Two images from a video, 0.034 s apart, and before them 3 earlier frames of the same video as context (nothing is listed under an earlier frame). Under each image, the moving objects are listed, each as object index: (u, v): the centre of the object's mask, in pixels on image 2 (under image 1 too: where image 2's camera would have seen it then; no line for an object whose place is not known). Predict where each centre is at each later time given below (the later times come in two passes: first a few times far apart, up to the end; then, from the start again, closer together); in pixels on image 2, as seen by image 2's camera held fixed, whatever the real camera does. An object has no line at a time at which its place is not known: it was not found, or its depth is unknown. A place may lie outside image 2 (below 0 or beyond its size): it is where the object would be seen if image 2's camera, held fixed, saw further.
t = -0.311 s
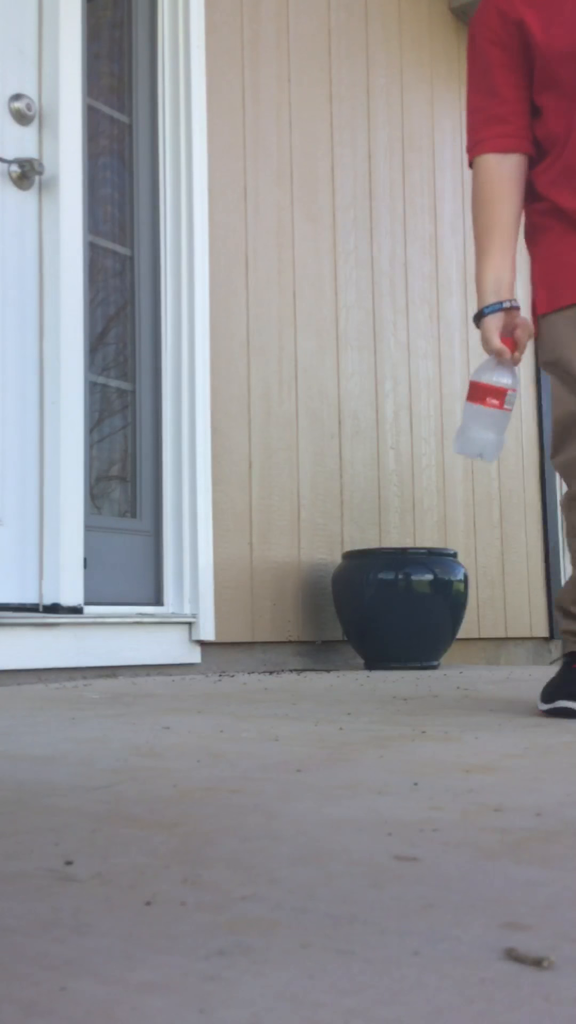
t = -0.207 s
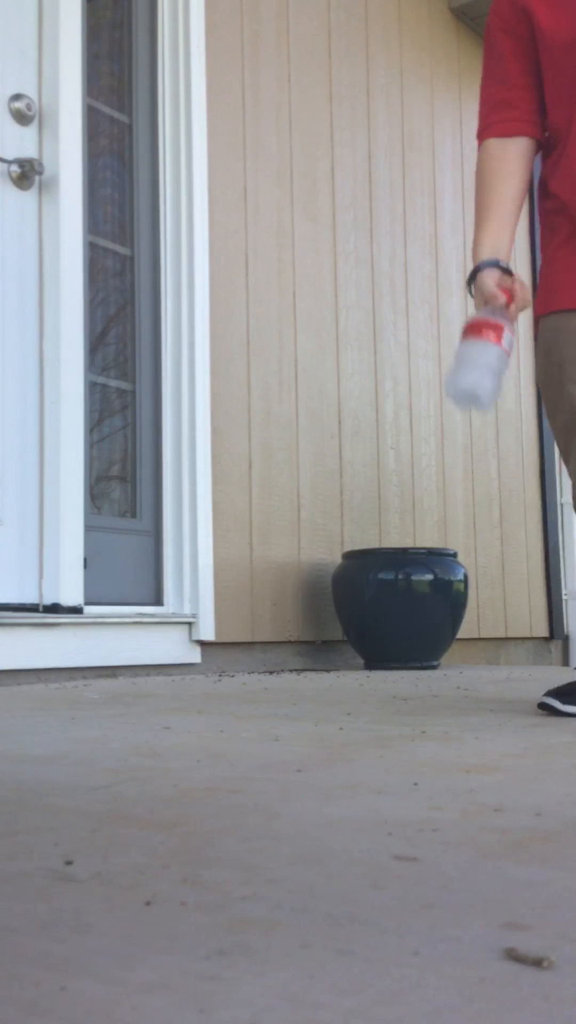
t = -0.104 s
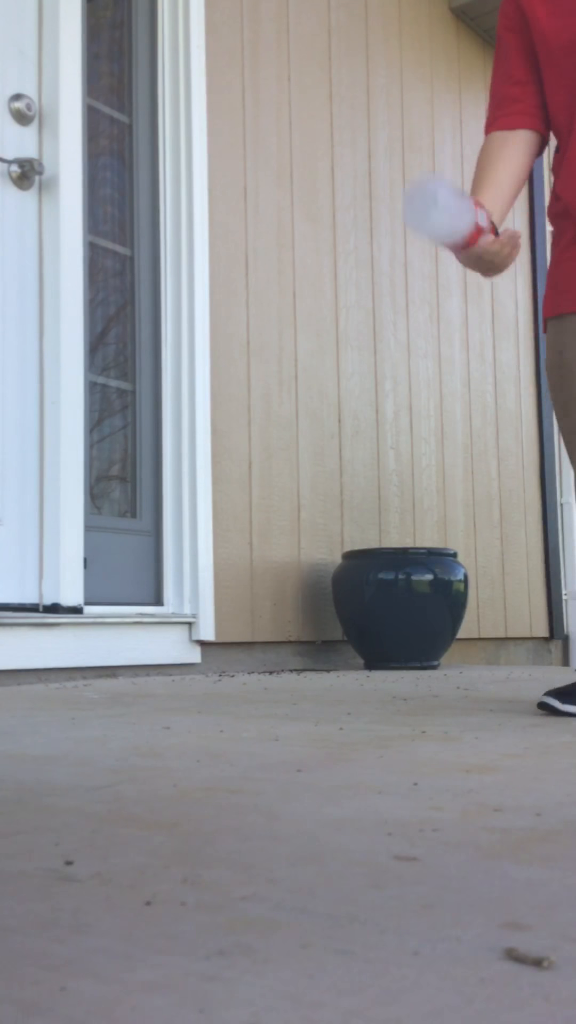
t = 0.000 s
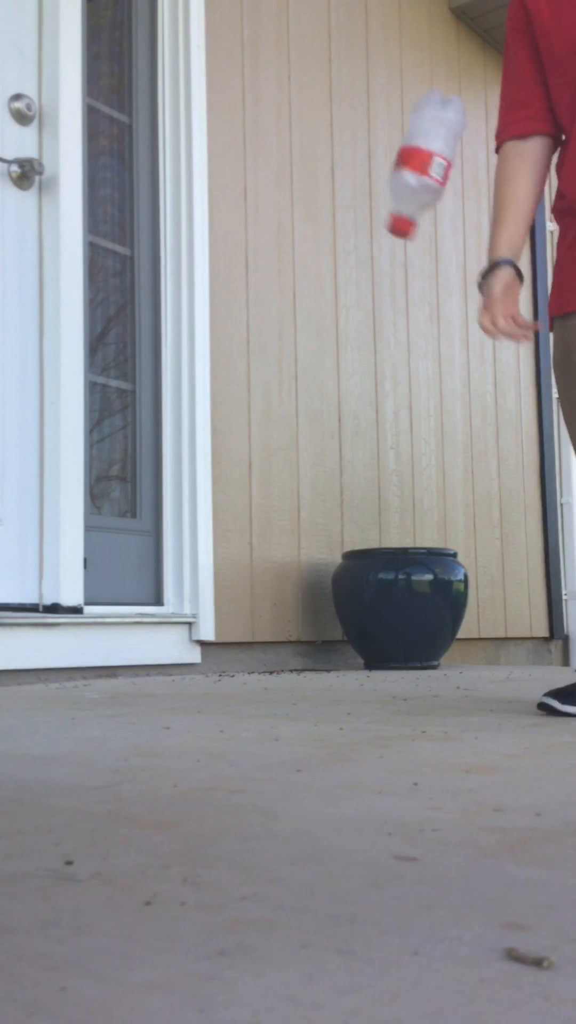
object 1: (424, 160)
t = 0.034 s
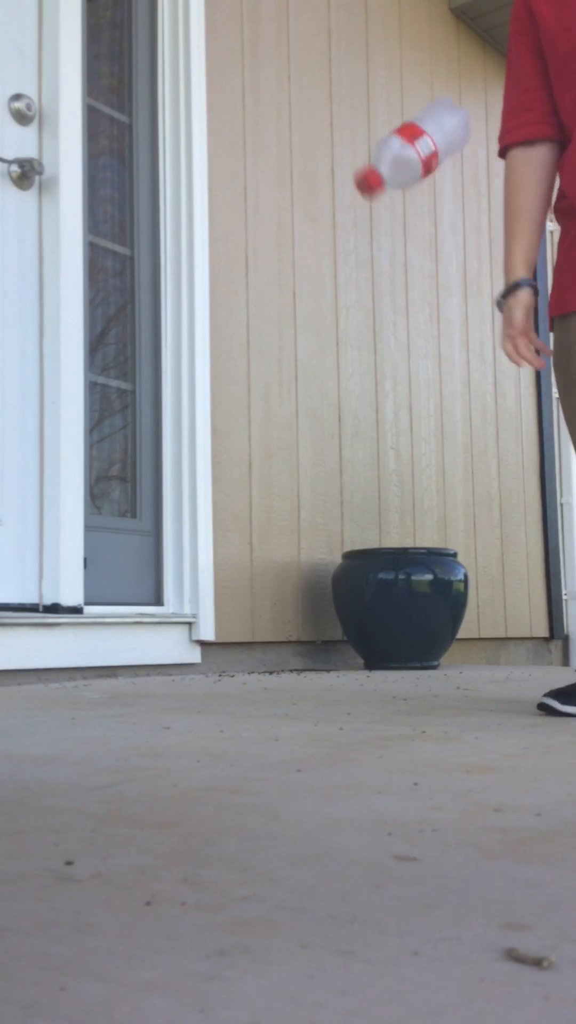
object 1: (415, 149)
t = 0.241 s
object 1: (425, 300)
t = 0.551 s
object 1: (377, 619)
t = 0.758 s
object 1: (348, 680)
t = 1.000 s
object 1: (304, 696)
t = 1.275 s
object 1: (291, 702)
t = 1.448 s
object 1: (295, 703)
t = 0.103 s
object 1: (411, 147)
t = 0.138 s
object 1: (416, 165)
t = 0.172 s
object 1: (422, 198)
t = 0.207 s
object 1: (426, 244)
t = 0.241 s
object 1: (425, 300)
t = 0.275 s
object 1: (426, 364)
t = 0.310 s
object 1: (422, 436)
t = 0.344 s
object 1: (414, 510)
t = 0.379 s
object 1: (407, 660)
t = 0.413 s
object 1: (402, 681)
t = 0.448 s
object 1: (395, 651)
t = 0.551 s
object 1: (377, 619)
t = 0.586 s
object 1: (372, 626)
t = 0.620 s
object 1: (368, 643)
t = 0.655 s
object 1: (363, 660)
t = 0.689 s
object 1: (357, 657)
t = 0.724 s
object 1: (352, 663)
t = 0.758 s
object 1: (348, 680)
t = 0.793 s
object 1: (343, 699)
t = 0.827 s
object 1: (334, 689)
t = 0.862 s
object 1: (326, 687)
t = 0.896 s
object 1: (318, 693)
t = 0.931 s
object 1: (311, 701)
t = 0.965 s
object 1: (307, 694)
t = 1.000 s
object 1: (304, 696)
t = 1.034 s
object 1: (301, 702)
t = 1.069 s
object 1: (298, 700)
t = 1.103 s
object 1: (296, 702)
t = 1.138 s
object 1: (295, 703)
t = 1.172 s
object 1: (293, 703)
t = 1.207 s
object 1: (292, 703)
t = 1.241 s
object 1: (291, 702)
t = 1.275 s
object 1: (291, 702)
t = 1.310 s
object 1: (291, 702)
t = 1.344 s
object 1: (291, 703)
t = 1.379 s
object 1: (293, 703)
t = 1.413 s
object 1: (294, 703)
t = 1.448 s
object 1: (295, 703)
